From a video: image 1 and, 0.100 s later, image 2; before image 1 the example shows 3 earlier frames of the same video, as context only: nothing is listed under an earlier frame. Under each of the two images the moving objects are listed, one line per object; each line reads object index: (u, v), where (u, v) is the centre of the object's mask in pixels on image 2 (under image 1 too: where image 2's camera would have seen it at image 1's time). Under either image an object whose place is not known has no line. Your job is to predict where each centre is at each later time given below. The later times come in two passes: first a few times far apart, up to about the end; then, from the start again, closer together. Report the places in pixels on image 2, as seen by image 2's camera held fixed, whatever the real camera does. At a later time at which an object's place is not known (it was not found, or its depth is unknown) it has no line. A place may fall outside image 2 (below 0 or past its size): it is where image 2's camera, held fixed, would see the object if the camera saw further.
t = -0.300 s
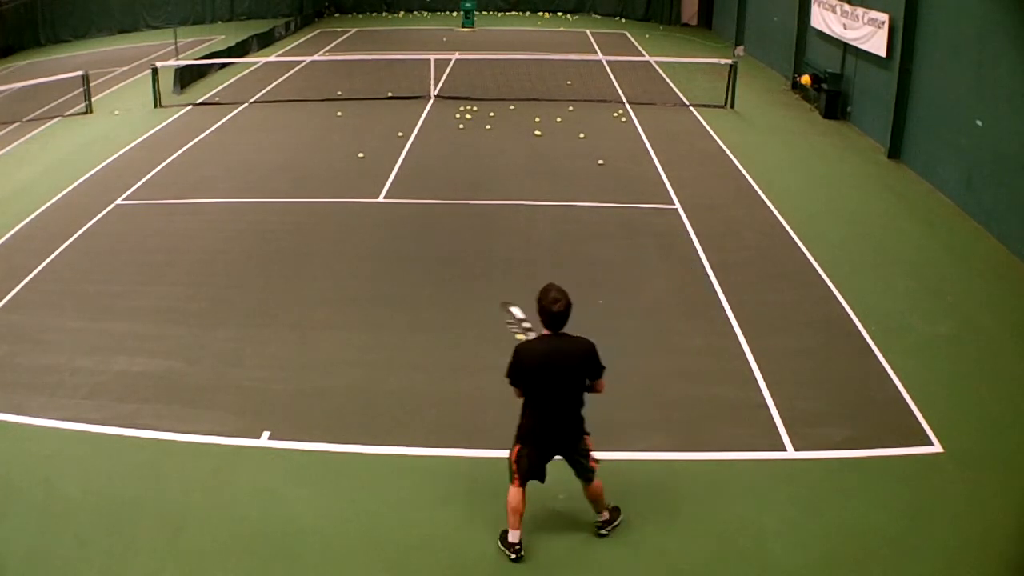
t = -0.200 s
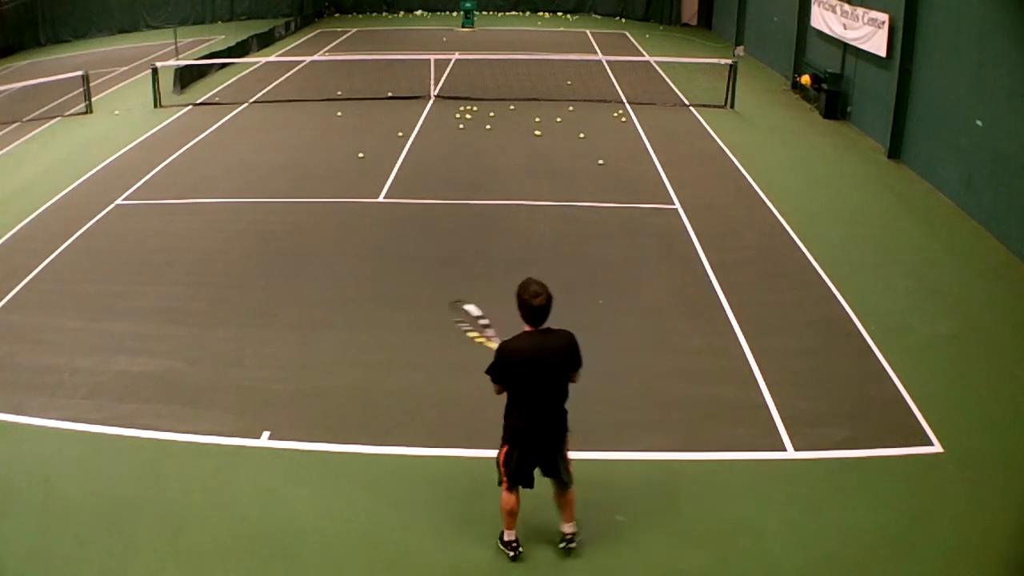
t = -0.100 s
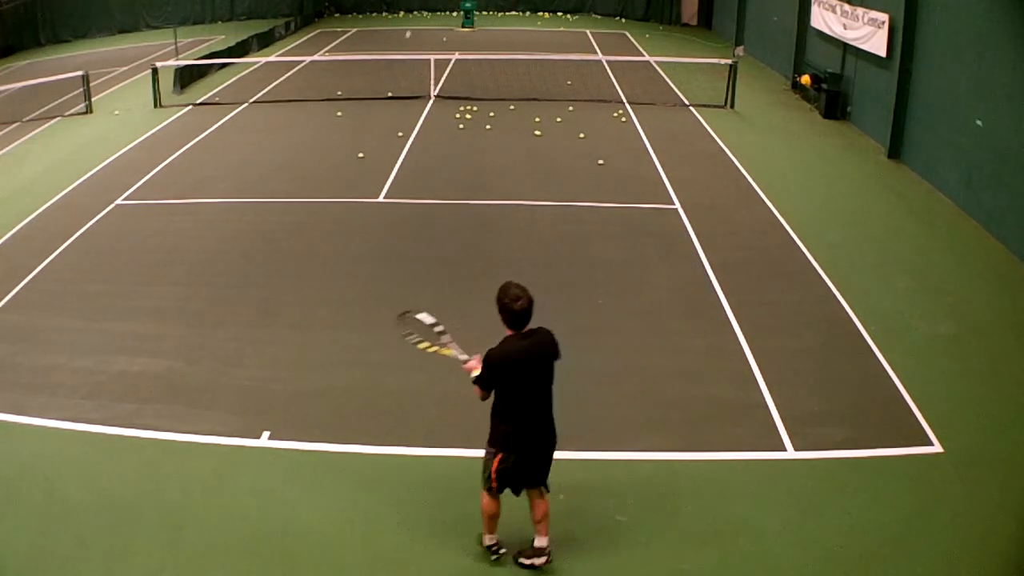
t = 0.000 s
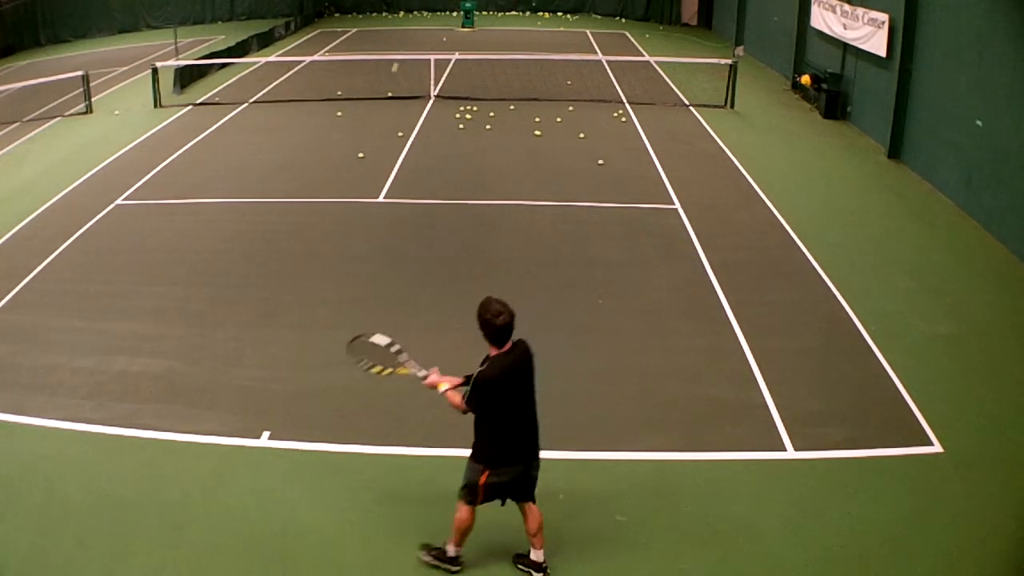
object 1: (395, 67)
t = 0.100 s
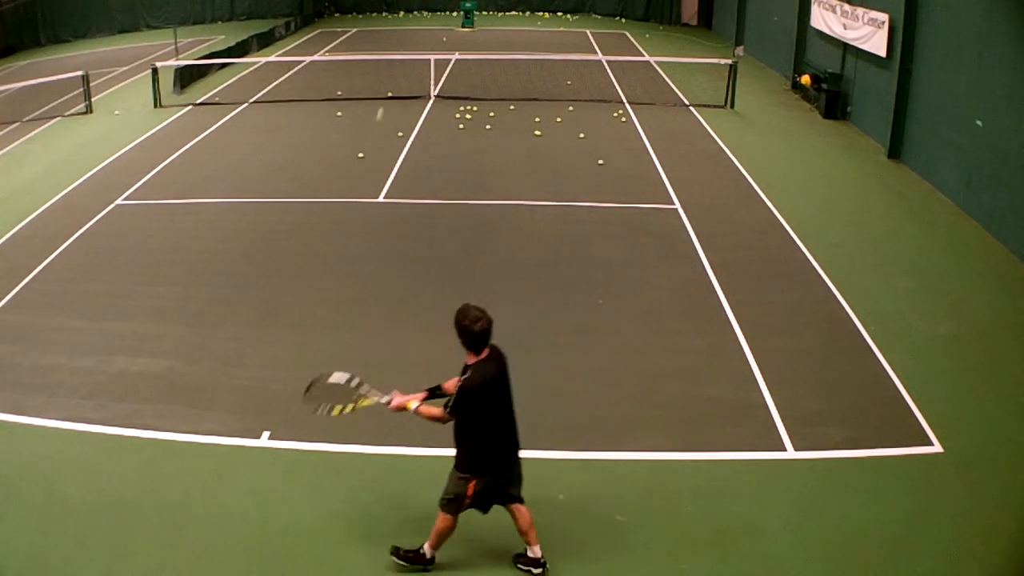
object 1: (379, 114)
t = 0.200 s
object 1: (362, 178)
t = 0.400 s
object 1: (325, 245)
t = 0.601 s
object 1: (282, 247)
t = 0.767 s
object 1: (239, 289)
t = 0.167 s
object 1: (368, 154)
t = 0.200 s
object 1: (362, 178)
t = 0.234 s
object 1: (355, 206)
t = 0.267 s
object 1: (349, 234)
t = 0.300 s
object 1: (343, 257)
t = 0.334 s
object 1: (337, 252)
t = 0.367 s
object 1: (331, 248)
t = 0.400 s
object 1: (325, 245)
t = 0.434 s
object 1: (318, 243)
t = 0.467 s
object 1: (312, 241)
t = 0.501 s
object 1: (305, 240)
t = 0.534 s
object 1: (297, 241)
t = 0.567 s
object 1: (290, 243)
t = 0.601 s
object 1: (282, 247)
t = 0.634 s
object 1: (275, 251)
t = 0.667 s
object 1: (266, 258)
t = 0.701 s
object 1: (257, 266)
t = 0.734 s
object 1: (249, 277)
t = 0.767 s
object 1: (239, 289)
